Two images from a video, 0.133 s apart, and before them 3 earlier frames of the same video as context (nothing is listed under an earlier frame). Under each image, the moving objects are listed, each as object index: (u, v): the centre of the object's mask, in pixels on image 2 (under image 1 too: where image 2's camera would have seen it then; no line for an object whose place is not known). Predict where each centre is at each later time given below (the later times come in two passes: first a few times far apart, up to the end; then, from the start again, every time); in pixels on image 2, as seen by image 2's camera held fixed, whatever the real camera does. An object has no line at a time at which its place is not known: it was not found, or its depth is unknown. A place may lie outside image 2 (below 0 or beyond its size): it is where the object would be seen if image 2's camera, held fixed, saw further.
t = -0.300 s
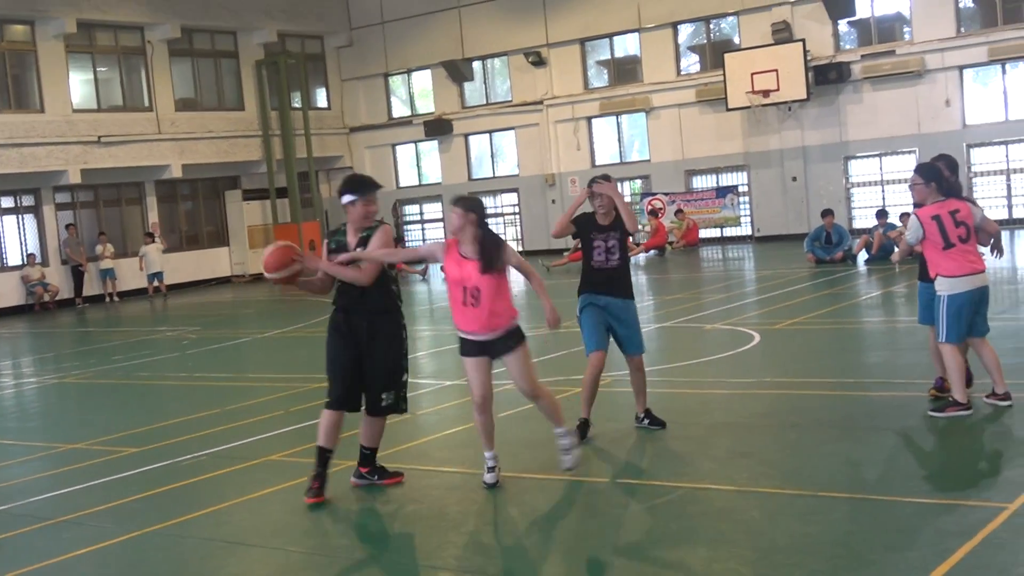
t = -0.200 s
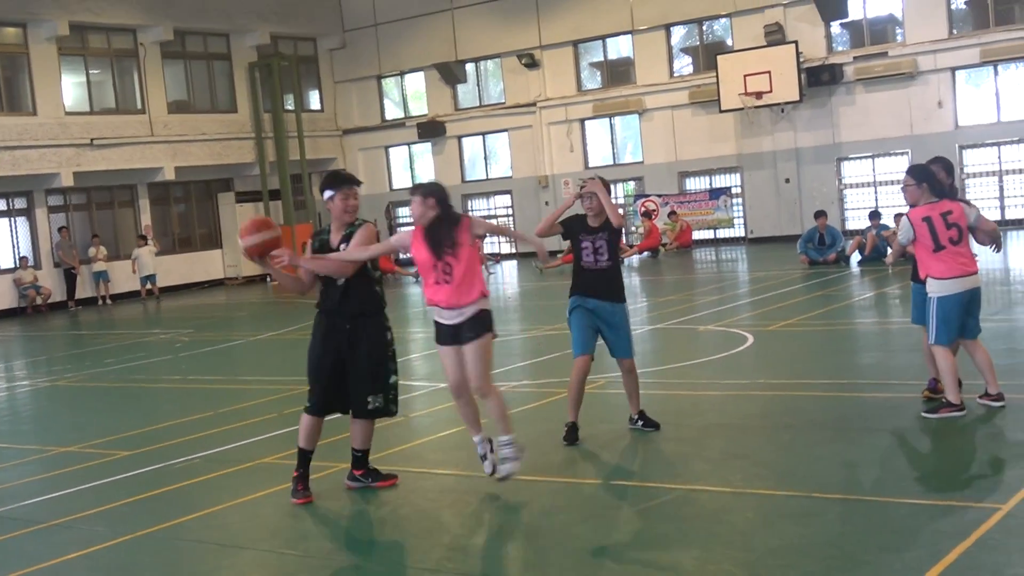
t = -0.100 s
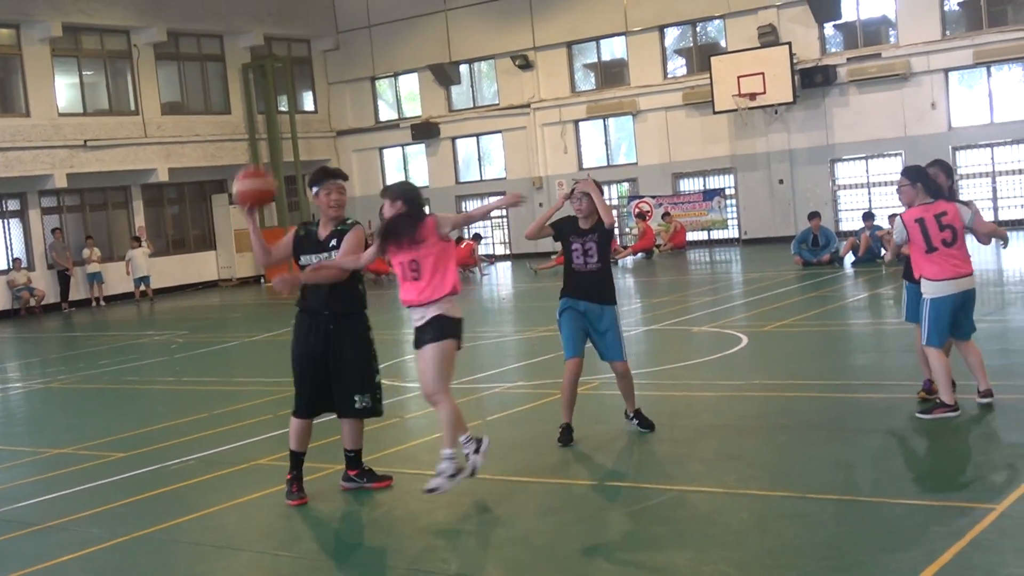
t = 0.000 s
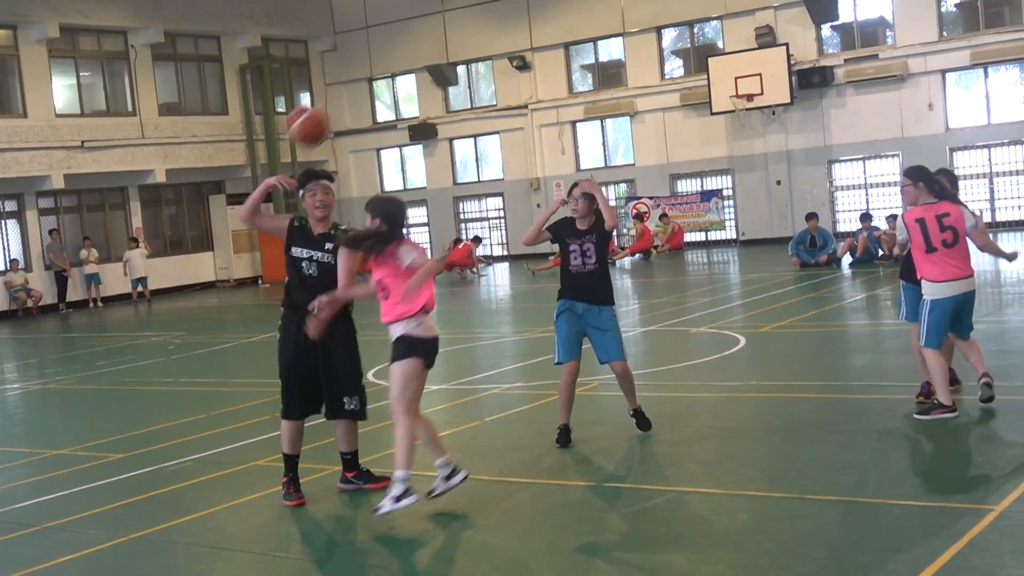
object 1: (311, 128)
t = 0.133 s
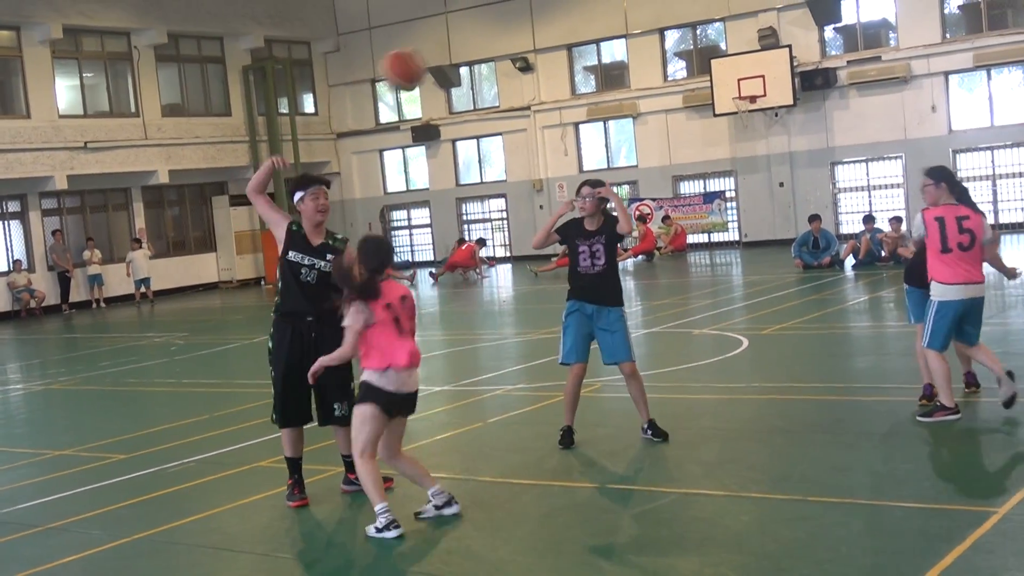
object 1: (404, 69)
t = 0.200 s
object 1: (449, 54)
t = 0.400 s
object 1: (597, 56)
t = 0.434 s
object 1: (620, 64)
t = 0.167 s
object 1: (427, 58)
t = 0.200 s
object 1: (449, 54)
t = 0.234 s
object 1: (474, 49)
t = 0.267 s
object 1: (499, 47)
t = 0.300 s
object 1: (524, 48)
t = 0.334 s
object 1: (549, 48)
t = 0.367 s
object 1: (573, 51)
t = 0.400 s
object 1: (597, 56)
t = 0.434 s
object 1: (620, 64)
